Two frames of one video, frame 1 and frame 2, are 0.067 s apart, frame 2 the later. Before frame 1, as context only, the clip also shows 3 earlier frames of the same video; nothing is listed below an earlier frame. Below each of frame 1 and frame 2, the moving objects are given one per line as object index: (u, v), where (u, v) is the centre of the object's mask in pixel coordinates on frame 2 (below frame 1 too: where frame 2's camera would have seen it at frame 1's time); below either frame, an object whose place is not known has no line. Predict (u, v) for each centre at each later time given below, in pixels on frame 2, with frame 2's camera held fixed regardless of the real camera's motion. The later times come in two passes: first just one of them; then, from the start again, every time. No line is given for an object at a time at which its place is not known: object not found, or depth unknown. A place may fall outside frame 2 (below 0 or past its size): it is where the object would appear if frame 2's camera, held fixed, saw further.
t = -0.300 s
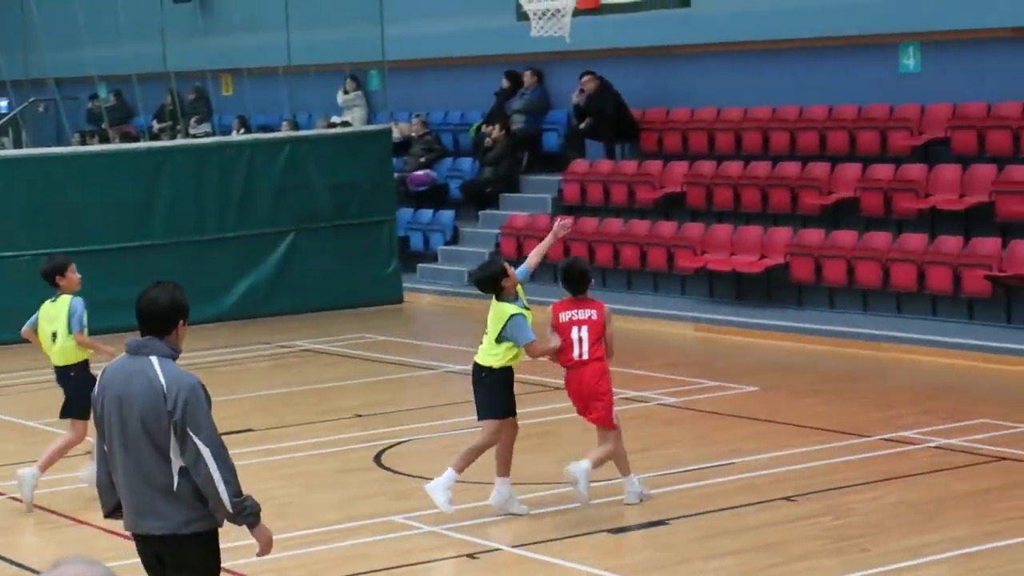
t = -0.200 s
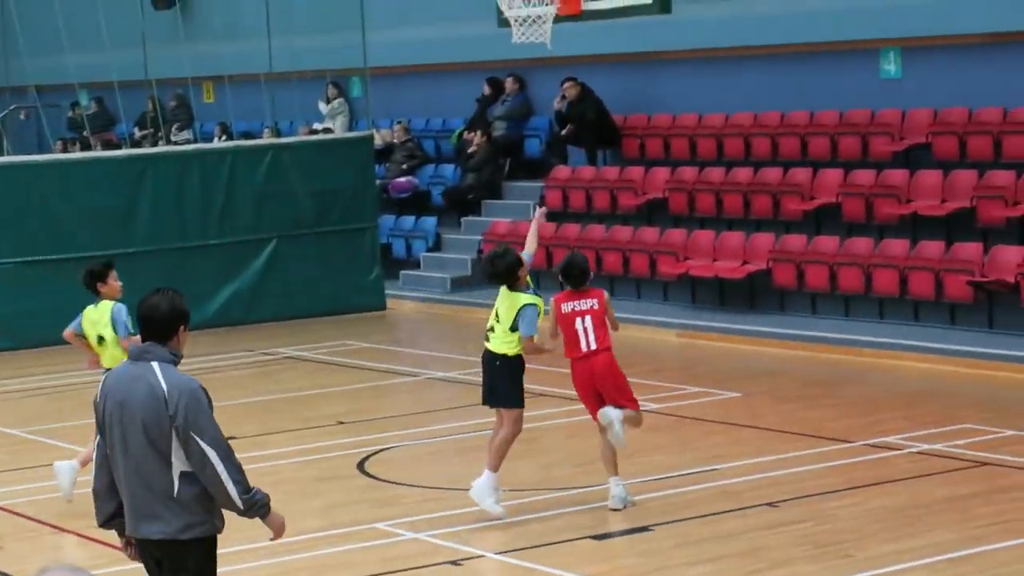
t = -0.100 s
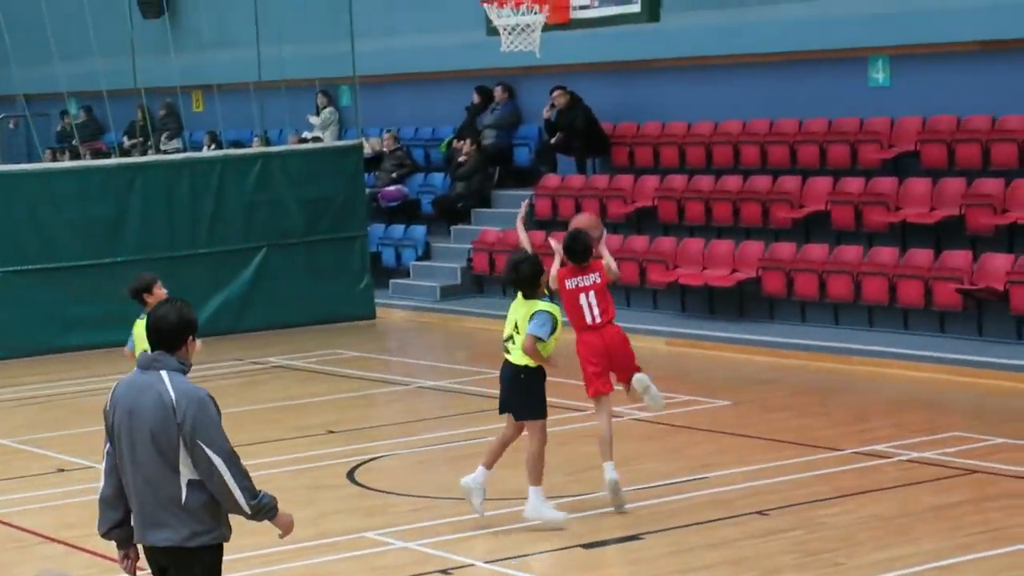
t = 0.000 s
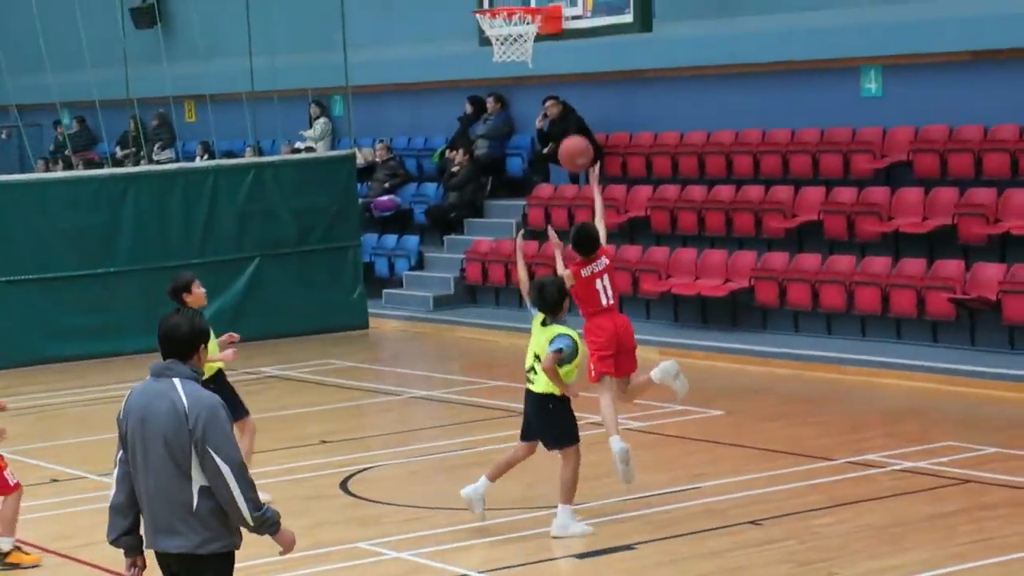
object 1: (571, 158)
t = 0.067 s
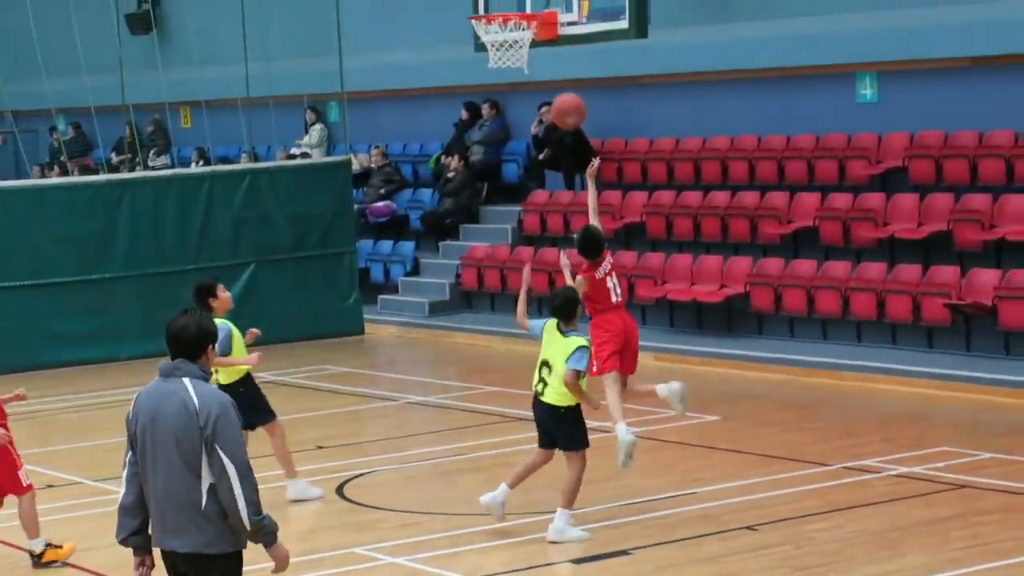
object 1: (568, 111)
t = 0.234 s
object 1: (564, 21)
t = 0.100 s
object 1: (566, 89)
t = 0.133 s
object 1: (566, 69)
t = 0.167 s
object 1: (565, 52)
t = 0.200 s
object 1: (563, 36)
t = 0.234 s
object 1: (564, 21)
